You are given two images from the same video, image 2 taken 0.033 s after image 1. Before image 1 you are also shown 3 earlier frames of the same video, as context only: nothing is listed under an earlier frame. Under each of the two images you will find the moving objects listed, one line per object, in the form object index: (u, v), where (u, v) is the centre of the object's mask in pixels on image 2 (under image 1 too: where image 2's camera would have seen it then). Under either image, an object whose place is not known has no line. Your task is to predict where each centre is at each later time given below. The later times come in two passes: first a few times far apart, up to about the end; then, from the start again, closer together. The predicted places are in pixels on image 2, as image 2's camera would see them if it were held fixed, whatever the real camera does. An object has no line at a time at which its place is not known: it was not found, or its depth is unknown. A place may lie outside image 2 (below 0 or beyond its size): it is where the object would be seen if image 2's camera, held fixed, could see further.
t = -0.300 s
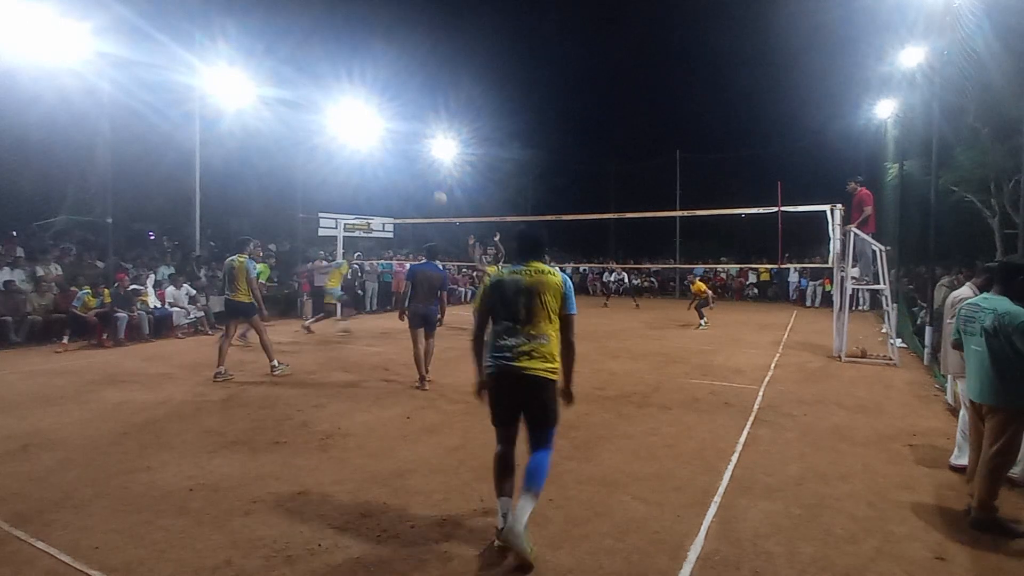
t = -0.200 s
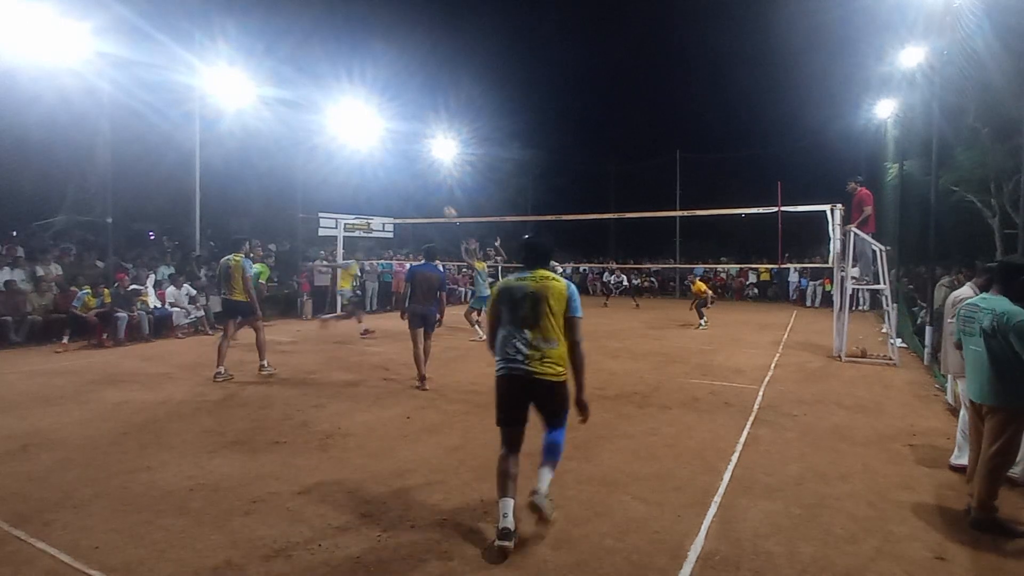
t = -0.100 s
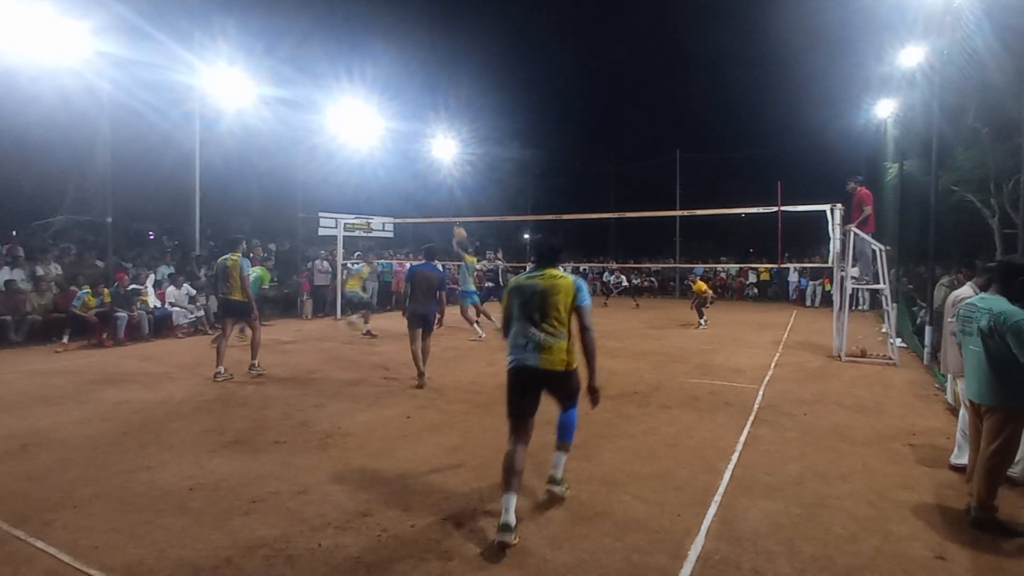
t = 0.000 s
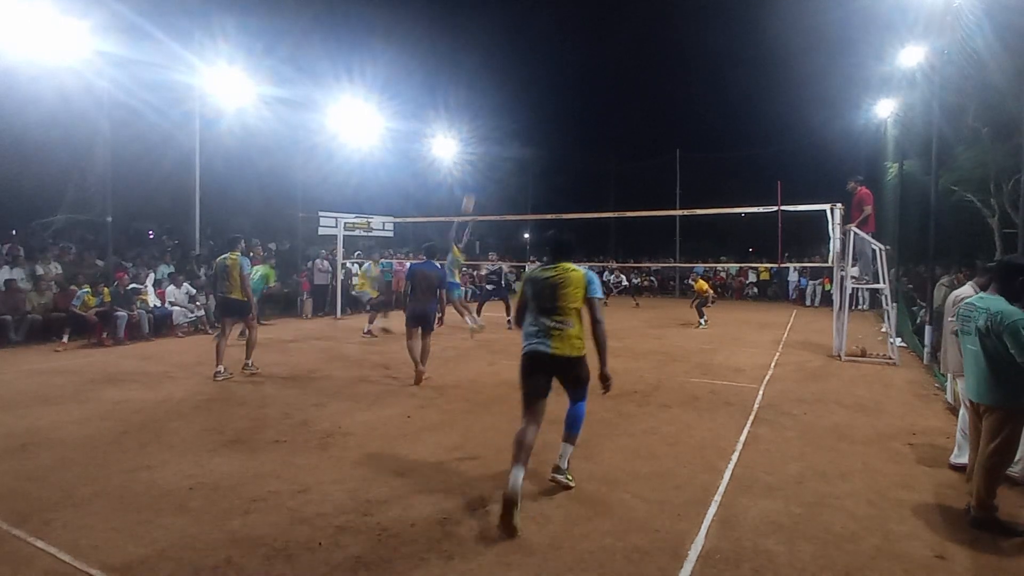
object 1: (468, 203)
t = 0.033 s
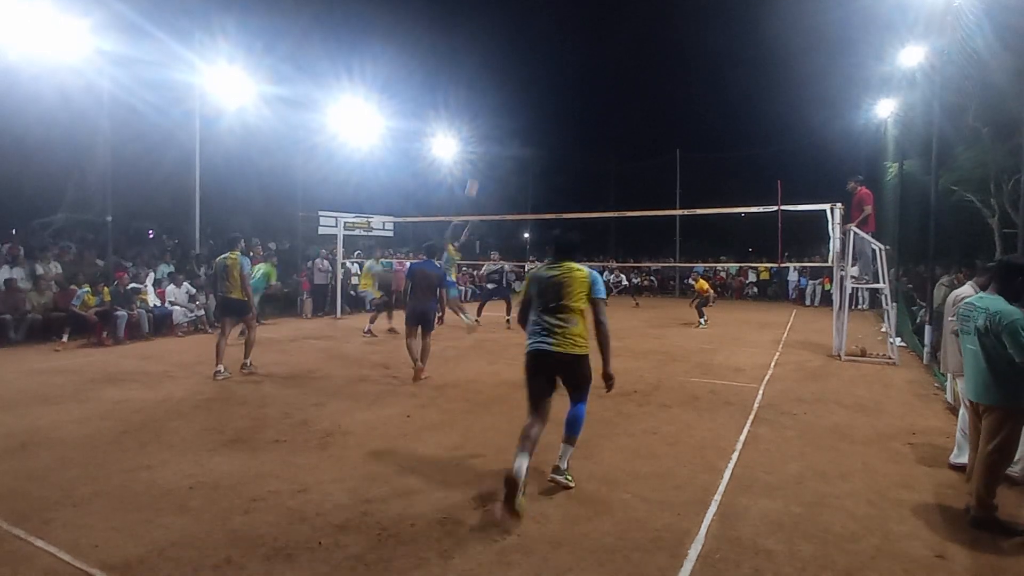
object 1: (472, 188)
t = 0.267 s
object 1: (496, 105)
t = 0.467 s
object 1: (518, 54)
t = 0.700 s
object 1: (546, 20)
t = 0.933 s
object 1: (575, 18)
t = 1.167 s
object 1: (606, 52)
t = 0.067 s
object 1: (475, 176)
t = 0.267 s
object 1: (496, 105)
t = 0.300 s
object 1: (500, 95)
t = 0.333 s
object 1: (503, 86)
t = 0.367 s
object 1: (507, 77)
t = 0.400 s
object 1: (511, 69)
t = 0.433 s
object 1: (515, 61)
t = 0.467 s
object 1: (518, 54)
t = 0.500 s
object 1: (522, 47)
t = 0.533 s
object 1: (526, 41)
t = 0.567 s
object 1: (530, 36)
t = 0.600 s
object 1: (534, 31)
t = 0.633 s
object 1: (538, 27)
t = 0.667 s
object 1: (542, 23)
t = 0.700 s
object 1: (546, 20)
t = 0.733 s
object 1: (550, 18)
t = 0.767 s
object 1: (554, 16)
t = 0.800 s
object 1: (558, 16)
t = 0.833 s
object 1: (562, 15)
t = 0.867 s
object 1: (567, 16)
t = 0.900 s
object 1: (571, 17)
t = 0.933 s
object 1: (575, 18)
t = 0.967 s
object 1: (580, 21)
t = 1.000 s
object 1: (584, 24)
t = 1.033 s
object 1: (588, 28)
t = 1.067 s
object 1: (593, 34)
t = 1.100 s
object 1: (597, 39)
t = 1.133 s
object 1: (601, 45)
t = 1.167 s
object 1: (606, 52)
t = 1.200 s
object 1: (610, 60)
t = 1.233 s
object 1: (614, 69)
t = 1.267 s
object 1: (619, 79)
